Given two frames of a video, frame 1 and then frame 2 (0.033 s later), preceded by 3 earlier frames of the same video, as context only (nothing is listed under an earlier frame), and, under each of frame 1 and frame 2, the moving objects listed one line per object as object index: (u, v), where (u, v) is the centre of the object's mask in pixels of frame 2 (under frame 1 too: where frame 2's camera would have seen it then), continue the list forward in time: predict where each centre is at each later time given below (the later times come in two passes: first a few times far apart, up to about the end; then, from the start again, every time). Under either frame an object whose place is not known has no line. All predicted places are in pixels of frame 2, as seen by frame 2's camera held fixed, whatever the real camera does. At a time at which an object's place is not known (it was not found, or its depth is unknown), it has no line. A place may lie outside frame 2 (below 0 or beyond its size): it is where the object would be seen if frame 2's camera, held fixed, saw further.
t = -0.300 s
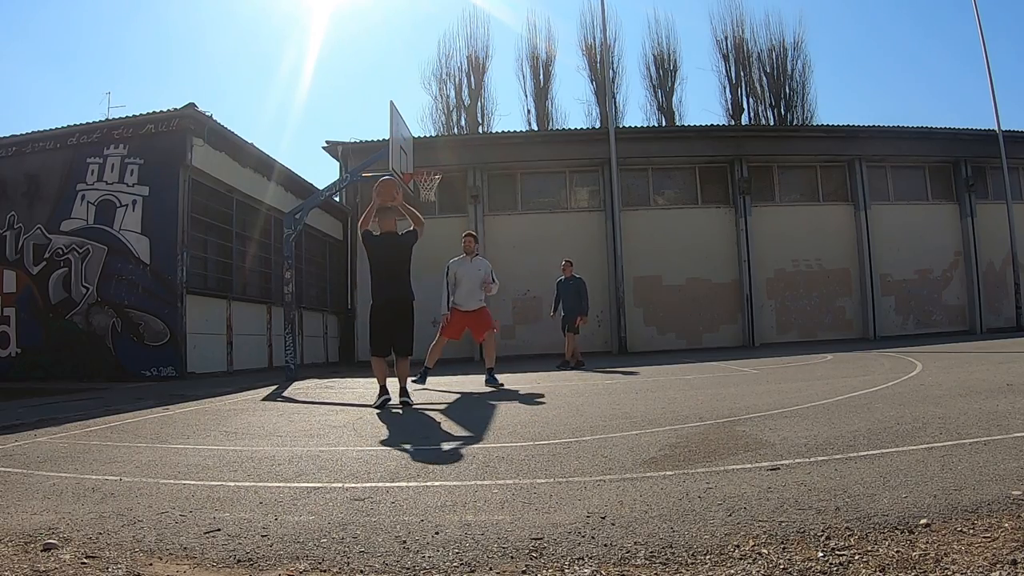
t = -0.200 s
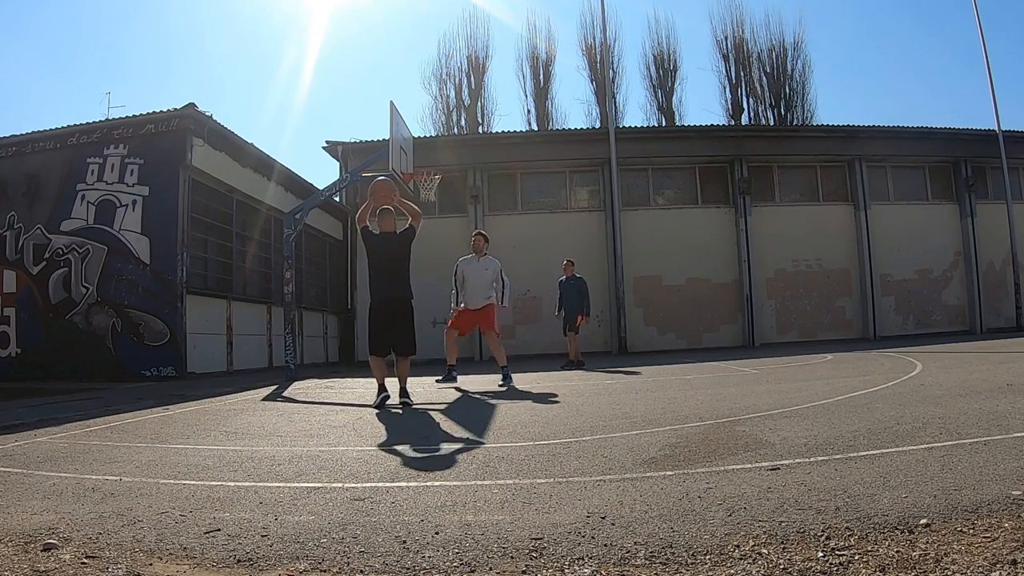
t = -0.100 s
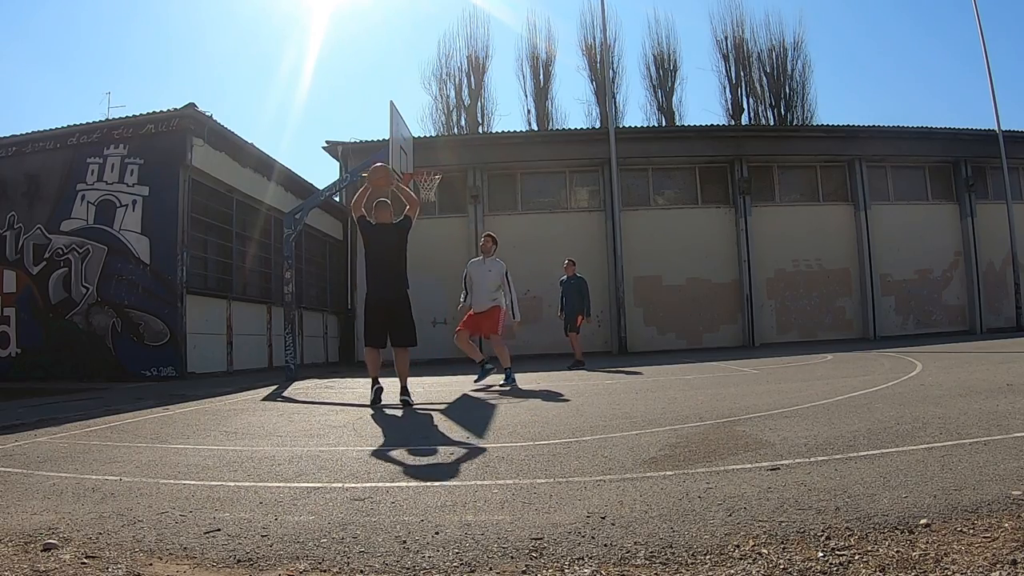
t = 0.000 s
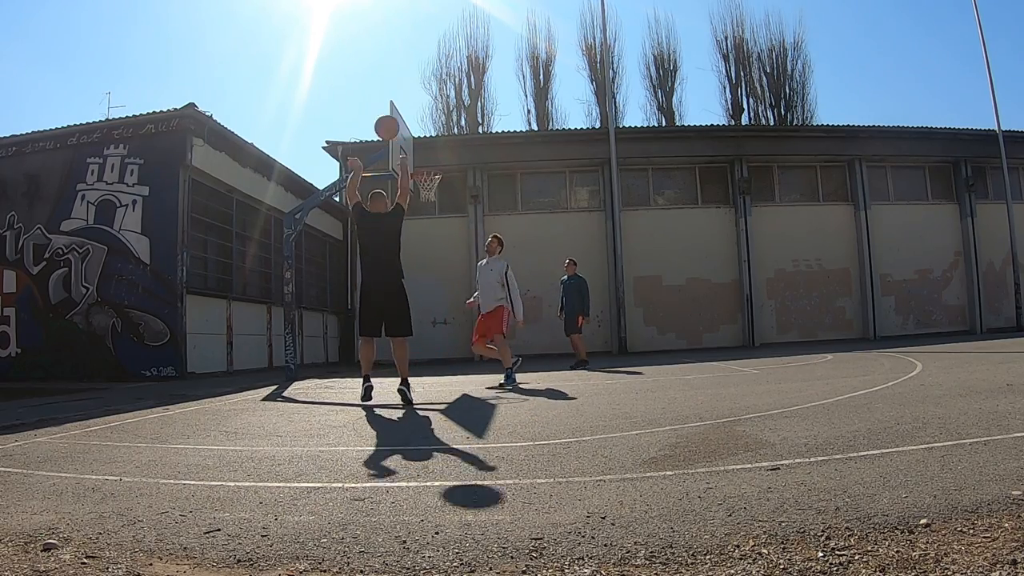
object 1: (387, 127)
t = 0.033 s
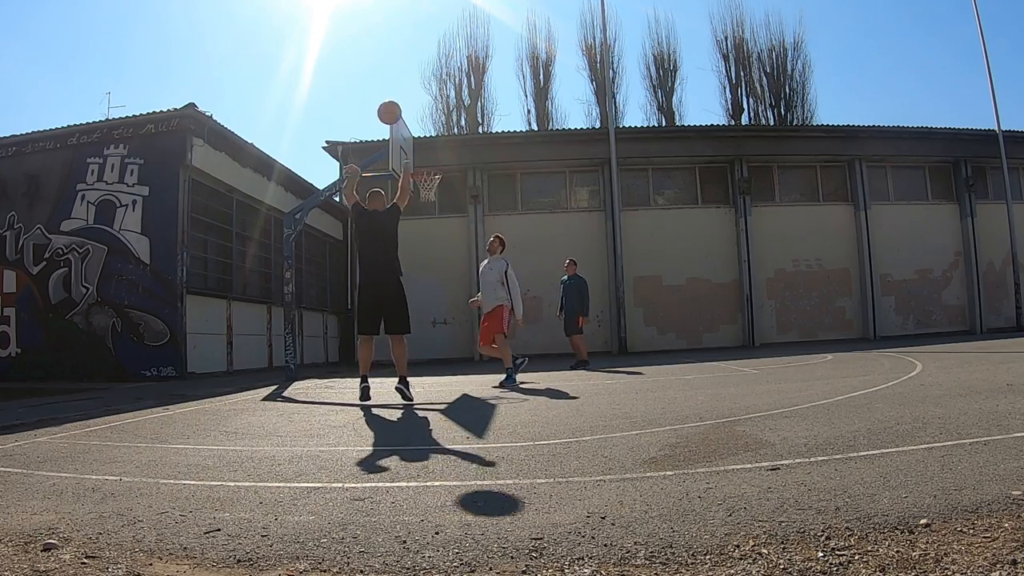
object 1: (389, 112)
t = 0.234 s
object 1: (403, 60)
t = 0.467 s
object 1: (414, 50)
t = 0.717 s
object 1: (423, 80)
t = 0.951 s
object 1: (431, 134)
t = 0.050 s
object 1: (391, 106)
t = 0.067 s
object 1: (392, 100)
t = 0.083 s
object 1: (393, 94)
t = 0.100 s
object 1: (394, 89)
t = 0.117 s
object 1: (395, 84)
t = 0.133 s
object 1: (397, 79)
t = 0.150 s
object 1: (398, 75)
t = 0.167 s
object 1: (399, 71)
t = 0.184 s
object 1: (400, 68)
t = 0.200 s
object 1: (401, 65)
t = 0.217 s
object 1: (402, 62)
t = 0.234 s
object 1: (403, 60)
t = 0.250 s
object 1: (403, 57)
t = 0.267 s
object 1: (404, 56)
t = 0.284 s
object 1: (405, 54)
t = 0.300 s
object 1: (406, 53)
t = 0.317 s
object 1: (407, 51)
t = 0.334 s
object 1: (408, 50)
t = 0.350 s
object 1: (409, 50)
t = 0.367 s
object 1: (409, 49)
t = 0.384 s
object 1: (410, 49)
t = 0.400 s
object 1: (411, 49)
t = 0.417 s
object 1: (411, 49)
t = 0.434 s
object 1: (412, 49)
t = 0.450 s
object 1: (413, 50)
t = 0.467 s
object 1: (414, 50)
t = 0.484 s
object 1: (414, 51)
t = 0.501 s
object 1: (415, 52)
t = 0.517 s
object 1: (415, 53)
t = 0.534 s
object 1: (416, 55)
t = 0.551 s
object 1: (417, 56)
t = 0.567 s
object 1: (417, 58)
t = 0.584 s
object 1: (418, 60)
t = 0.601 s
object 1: (419, 61)
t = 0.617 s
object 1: (419, 64)
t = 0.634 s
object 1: (420, 66)
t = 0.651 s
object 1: (421, 68)
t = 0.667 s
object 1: (421, 71)
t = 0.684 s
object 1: (422, 74)
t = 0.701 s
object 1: (423, 76)
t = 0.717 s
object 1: (423, 80)
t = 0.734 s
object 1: (424, 83)
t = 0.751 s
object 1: (425, 86)
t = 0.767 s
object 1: (425, 89)
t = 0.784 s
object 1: (426, 93)
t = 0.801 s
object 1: (426, 97)
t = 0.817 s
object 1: (427, 100)
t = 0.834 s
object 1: (427, 104)
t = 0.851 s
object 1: (428, 108)
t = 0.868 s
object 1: (429, 112)
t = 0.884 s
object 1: (429, 117)
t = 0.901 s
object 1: (430, 121)
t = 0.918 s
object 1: (430, 126)
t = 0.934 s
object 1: (431, 131)
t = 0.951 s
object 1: (431, 134)
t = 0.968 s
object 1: (432, 141)
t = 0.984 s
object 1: (433, 145)
